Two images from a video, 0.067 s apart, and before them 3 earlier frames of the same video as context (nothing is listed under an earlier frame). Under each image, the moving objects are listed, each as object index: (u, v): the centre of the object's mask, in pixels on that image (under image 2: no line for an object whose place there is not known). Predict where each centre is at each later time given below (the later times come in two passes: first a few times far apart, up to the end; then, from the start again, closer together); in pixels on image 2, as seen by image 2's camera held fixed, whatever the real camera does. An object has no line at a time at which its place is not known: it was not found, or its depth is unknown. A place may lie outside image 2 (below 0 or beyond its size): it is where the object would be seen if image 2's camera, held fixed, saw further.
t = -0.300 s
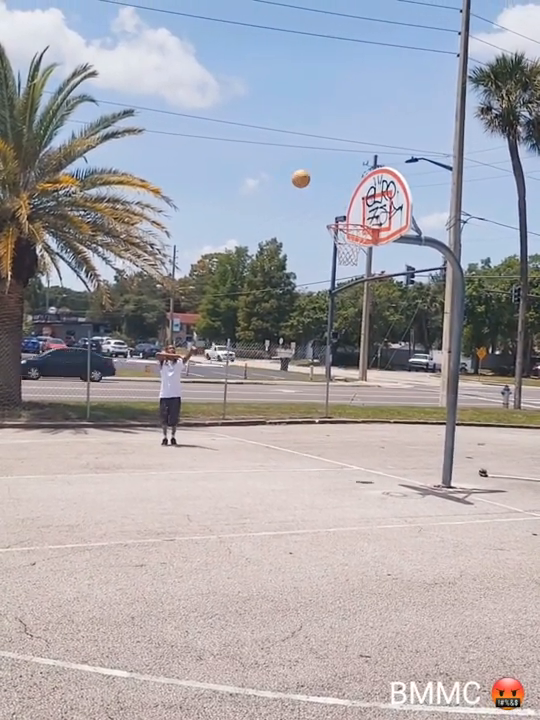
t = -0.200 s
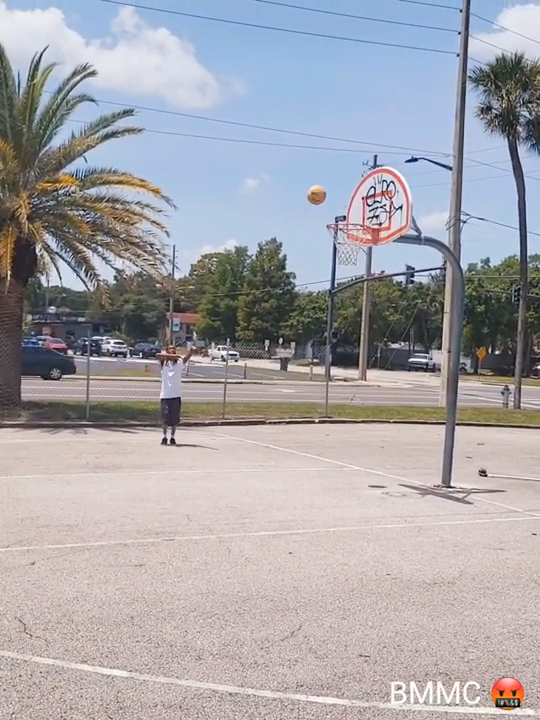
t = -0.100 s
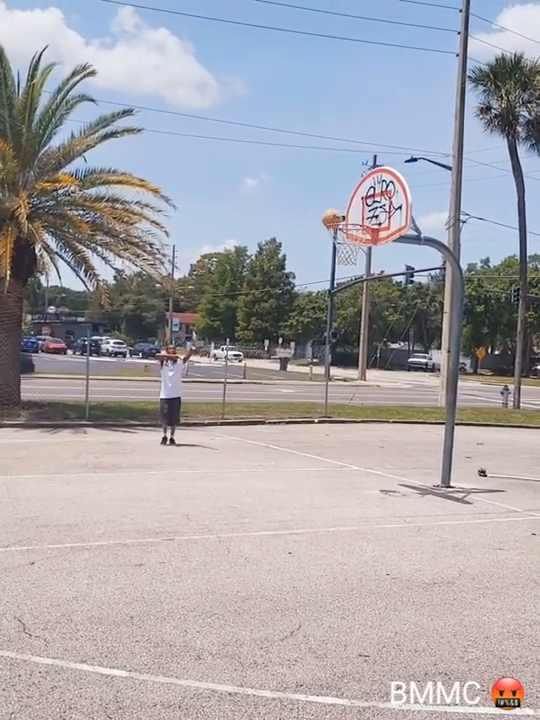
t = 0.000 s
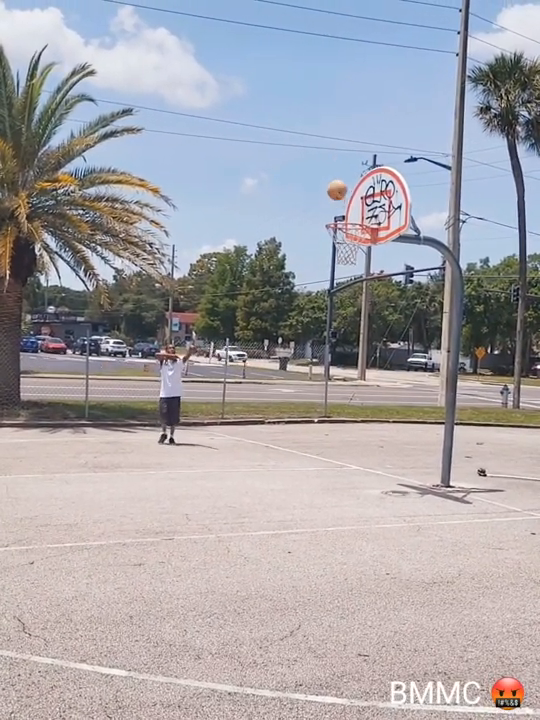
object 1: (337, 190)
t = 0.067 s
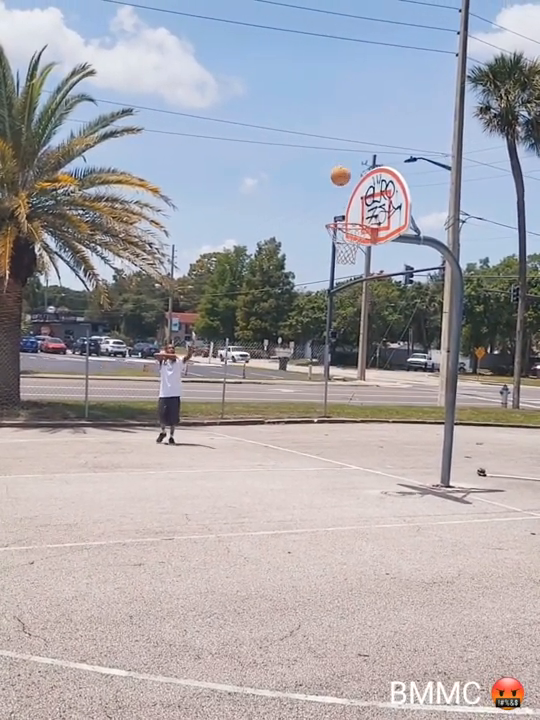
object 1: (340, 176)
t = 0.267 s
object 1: (350, 153)
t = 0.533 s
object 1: (361, 175)
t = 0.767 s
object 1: (367, 247)
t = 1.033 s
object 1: (369, 388)
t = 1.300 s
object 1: (379, 434)
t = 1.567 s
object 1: (400, 330)
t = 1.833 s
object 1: (417, 289)
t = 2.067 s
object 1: (430, 308)
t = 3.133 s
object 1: (477, 370)
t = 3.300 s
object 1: (485, 394)
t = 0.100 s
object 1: (342, 169)
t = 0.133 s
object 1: (343, 164)
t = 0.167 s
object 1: (345, 160)
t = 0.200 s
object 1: (347, 157)
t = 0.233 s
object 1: (348, 155)
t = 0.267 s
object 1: (350, 153)
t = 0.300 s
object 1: (351, 153)
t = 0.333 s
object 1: (353, 153)
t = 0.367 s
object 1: (354, 154)
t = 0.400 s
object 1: (355, 156)
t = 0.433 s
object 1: (357, 160)
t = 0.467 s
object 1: (358, 164)
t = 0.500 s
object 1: (359, 170)
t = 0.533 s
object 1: (361, 175)
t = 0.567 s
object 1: (361, 183)
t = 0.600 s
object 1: (362, 191)
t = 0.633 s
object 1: (363, 201)
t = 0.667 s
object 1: (363, 211)
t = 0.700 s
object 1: (366, 222)
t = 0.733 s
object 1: (366, 233)
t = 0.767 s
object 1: (367, 247)
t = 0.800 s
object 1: (368, 262)
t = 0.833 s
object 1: (367, 278)
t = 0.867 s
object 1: (368, 293)
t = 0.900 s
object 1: (369, 310)
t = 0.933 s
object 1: (369, 328)
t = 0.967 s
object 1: (370, 347)
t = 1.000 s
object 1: (369, 367)
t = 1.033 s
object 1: (369, 388)
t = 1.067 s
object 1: (369, 408)
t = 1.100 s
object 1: (370, 432)
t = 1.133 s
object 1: (370, 456)
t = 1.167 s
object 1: (369, 481)
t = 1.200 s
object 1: (371, 490)
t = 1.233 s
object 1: (373, 469)
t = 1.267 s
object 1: (376, 451)
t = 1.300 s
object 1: (379, 434)
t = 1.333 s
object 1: (382, 417)
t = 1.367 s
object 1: (385, 403)
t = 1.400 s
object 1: (385, 388)
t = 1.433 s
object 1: (388, 374)
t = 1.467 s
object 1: (390, 361)
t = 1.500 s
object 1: (394, 350)
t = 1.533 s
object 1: (395, 339)
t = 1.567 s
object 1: (400, 330)
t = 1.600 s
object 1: (401, 321)
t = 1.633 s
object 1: (404, 313)
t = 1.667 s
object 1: (406, 307)
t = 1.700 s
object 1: (408, 301)
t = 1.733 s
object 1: (410, 297)
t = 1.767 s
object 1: (413, 293)
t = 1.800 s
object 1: (415, 290)
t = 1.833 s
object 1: (417, 289)
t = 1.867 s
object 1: (418, 289)
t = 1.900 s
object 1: (421, 289)
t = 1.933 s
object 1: (423, 291)
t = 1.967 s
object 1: (424, 293)
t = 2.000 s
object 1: (426, 297)
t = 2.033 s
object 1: (428, 302)
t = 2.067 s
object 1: (430, 308)
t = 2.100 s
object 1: (431, 315)
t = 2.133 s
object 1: (433, 323)
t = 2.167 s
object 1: (434, 333)
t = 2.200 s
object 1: (436, 343)
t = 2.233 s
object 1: (437, 355)
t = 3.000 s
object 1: (469, 373)
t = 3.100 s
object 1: (475, 370)
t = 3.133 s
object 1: (477, 370)
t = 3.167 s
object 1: (479, 372)
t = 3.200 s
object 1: (479, 376)
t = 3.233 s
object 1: (482, 381)
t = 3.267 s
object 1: (483, 387)
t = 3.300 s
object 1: (485, 394)
